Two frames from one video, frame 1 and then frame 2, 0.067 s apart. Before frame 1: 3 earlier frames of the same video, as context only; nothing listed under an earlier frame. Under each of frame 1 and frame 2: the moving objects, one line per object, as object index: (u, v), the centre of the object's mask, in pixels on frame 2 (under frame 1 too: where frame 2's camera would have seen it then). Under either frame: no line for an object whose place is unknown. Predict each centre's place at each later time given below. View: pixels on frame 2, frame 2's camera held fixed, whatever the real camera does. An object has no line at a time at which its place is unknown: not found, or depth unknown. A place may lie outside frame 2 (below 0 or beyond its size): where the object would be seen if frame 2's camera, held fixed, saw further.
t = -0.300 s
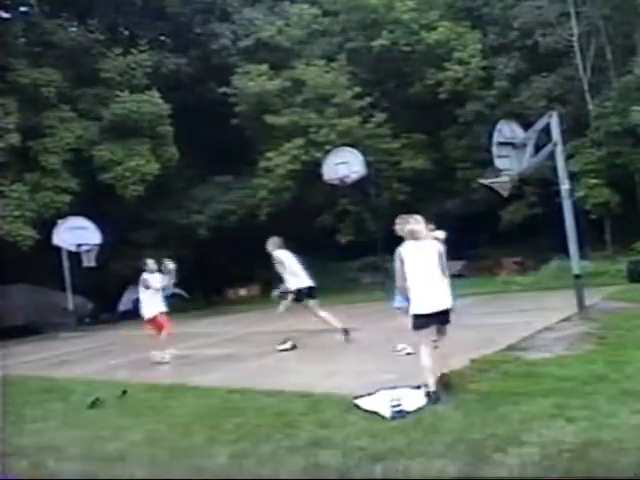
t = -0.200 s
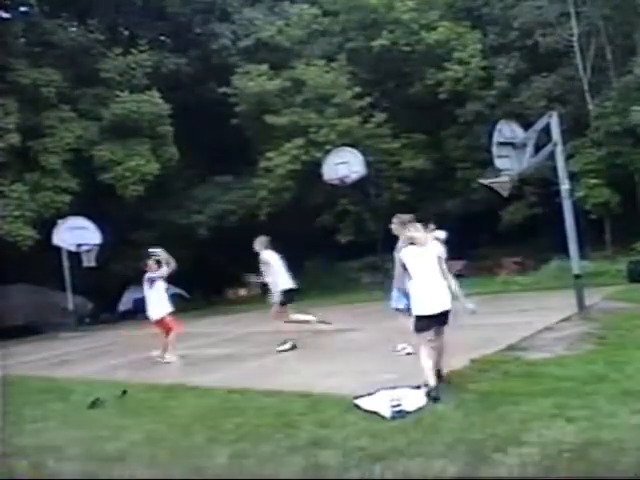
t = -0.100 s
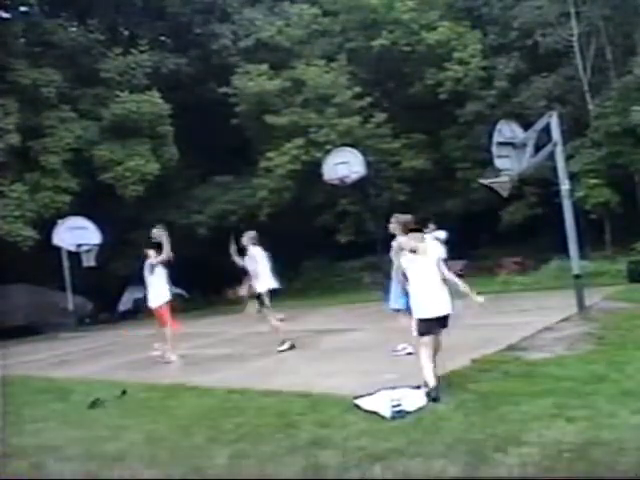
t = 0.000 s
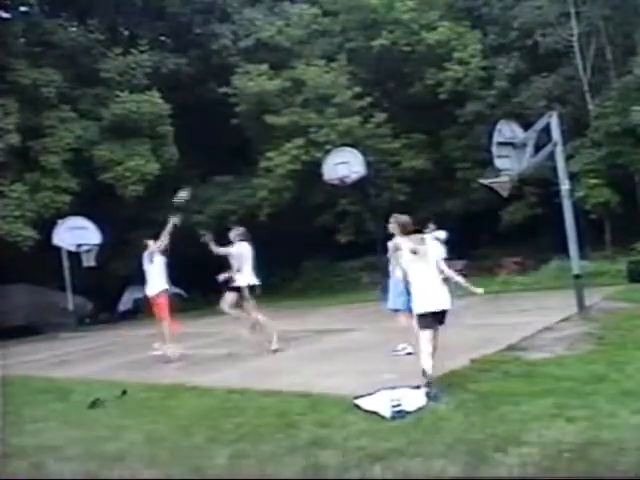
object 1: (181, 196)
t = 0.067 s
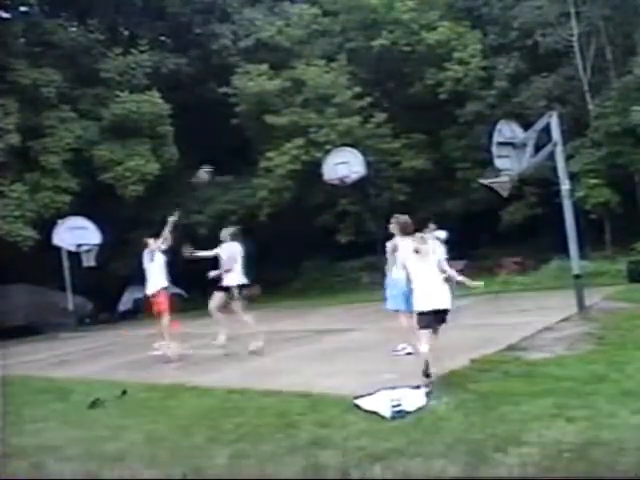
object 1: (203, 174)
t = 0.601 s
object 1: (370, 110)
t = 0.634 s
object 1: (379, 112)
